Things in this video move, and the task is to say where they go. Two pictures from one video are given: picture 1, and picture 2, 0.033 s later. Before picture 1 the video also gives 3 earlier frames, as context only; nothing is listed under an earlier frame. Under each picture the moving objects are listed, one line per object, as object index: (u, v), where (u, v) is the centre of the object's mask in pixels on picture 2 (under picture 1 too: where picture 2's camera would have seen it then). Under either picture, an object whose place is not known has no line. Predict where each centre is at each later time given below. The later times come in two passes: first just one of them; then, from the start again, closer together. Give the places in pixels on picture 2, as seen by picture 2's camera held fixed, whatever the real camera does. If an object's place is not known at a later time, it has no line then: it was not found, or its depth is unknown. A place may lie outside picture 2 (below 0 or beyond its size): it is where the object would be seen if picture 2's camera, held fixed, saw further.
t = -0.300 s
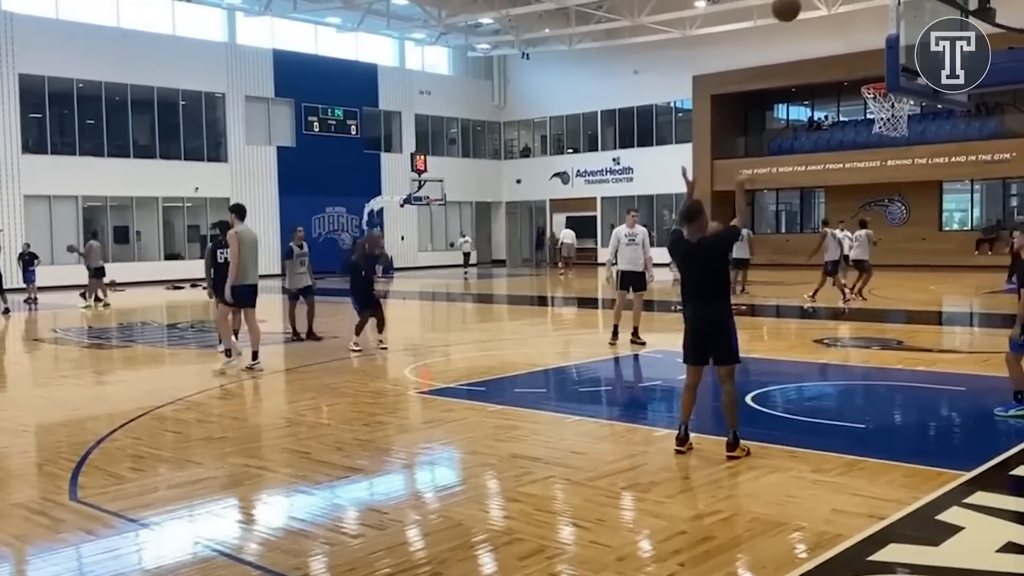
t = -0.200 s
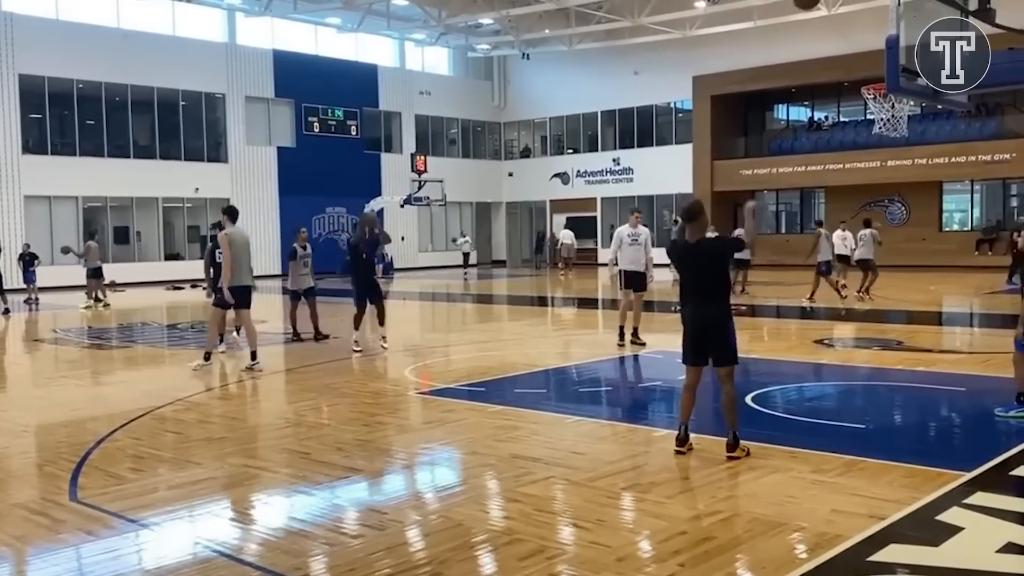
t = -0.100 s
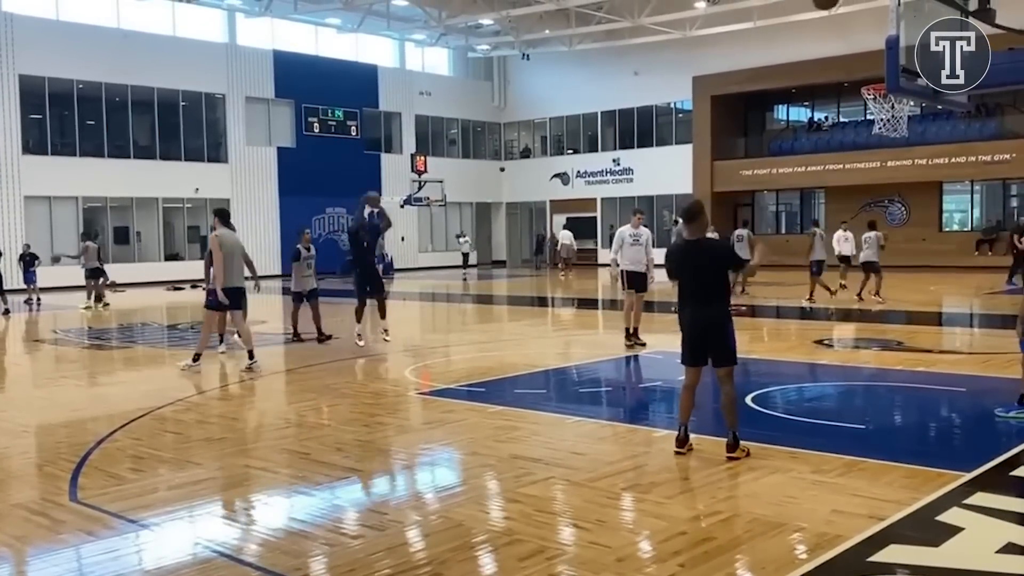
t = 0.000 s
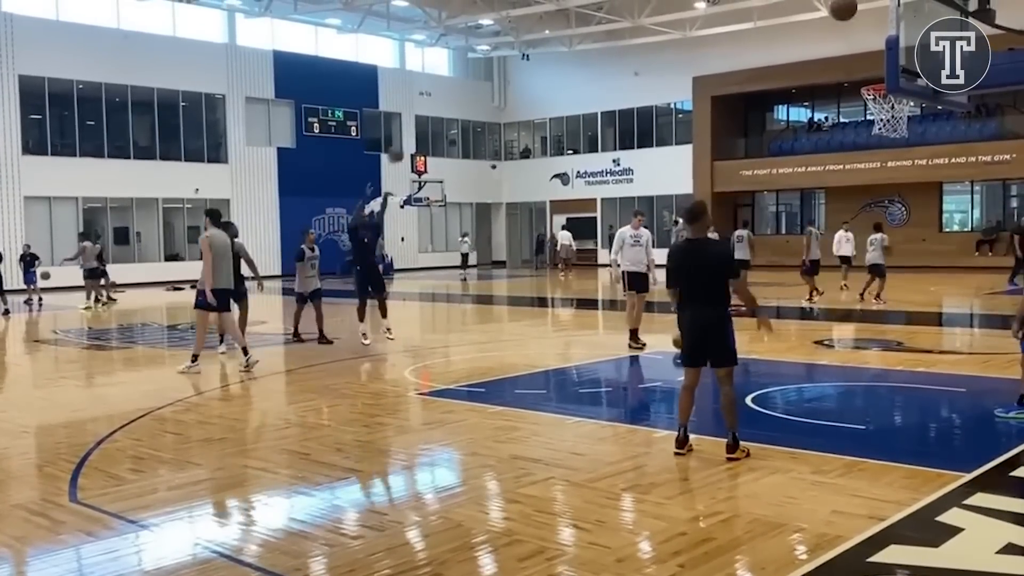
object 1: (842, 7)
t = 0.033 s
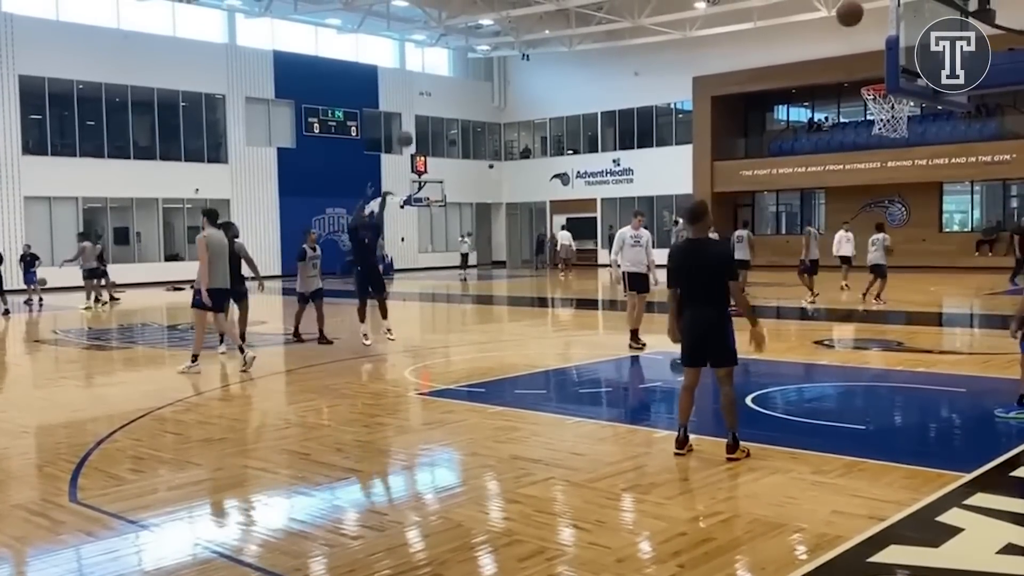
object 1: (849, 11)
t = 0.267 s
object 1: (880, 77)
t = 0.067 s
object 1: (855, 17)
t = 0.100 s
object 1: (861, 25)
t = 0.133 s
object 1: (866, 34)
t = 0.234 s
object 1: (877, 67)
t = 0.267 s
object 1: (880, 77)
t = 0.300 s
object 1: (887, 98)
